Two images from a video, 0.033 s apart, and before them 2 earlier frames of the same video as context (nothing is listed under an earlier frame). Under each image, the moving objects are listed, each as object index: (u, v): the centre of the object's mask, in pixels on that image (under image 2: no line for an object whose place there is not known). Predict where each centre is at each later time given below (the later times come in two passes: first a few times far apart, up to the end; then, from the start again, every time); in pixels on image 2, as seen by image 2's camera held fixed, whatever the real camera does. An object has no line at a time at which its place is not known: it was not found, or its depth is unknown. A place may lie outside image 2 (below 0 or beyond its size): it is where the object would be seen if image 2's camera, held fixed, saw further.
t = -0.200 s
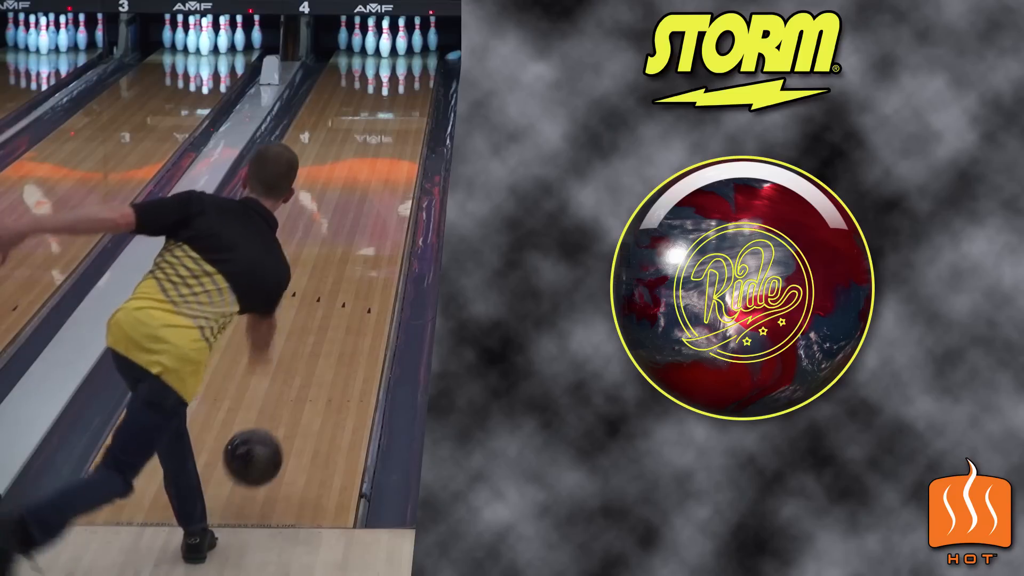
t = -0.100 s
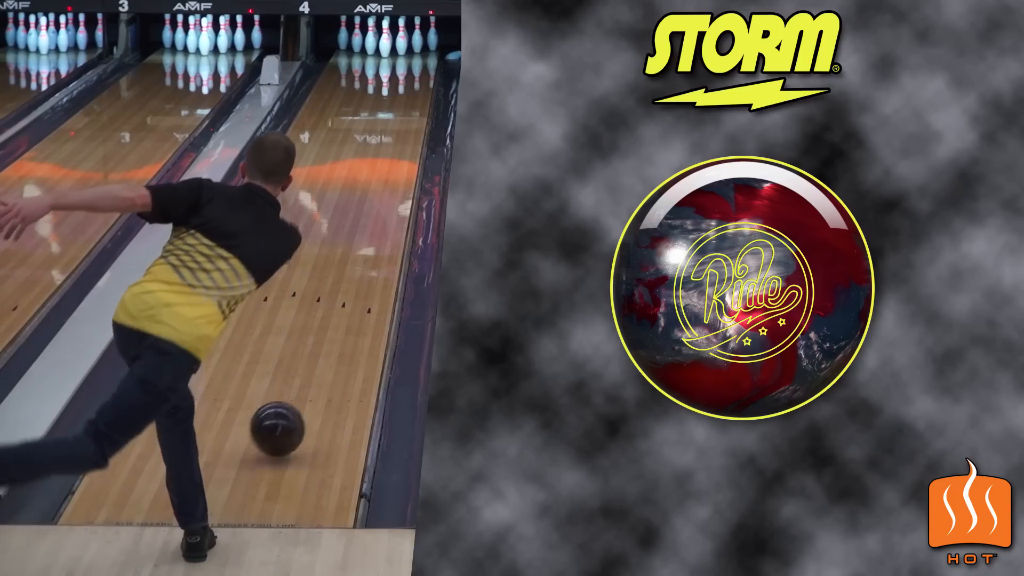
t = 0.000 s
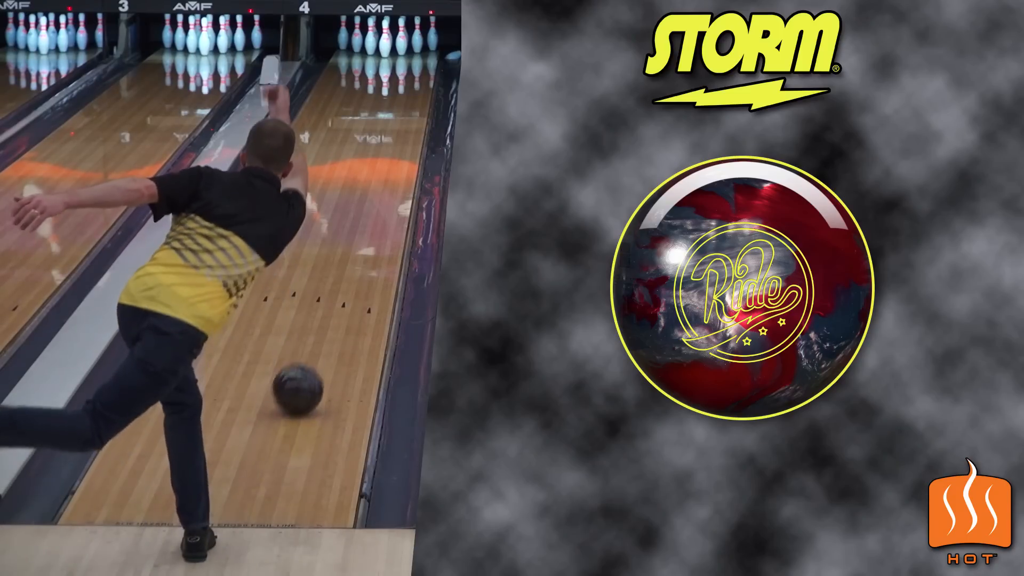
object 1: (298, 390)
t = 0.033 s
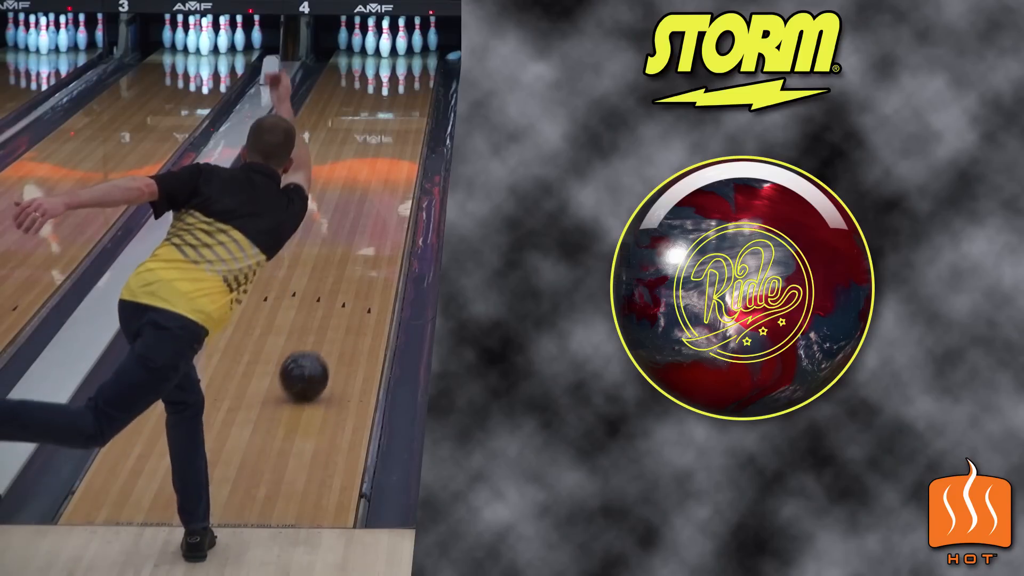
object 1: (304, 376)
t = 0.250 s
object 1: (336, 302)
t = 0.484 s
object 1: (362, 240)
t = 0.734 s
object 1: (381, 190)
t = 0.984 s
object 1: (394, 150)
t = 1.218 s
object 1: (402, 120)
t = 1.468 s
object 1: (406, 94)
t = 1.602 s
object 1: (406, 81)
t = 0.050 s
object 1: (307, 369)
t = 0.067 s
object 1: (310, 363)
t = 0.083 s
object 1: (312, 357)
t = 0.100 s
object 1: (315, 351)
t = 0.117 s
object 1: (318, 345)
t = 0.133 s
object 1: (320, 339)
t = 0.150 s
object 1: (323, 334)
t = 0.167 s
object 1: (325, 328)
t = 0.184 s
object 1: (328, 323)
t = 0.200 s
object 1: (330, 317)
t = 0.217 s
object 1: (332, 312)
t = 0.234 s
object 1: (334, 307)
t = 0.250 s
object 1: (336, 302)
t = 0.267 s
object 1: (338, 297)
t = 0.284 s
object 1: (341, 291)
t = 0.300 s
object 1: (343, 287)
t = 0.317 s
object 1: (345, 282)
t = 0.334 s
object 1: (347, 278)
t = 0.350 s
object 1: (348, 273)
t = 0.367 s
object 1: (350, 269)
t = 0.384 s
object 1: (352, 265)
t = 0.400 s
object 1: (354, 261)
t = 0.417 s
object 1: (355, 257)
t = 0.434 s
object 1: (357, 252)
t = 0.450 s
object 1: (359, 248)
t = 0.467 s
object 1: (360, 244)
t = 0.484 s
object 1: (362, 240)
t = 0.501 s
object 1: (363, 236)
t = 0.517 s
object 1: (365, 233)
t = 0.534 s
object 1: (366, 229)
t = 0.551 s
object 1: (368, 225)
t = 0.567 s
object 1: (369, 222)
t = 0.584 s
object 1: (370, 218)
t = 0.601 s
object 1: (372, 215)
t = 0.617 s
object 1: (373, 212)
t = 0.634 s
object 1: (374, 209)
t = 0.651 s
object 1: (375, 205)
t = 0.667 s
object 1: (376, 202)
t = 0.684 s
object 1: (378, 199)
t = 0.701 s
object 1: (379, 196)
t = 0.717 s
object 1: (380, 193)
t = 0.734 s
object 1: (381, 190)
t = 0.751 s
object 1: (382, 187)
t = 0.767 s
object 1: (383, 184)
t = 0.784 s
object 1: (384, 181)
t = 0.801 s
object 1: (385, 178)
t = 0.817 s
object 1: (386, 176)
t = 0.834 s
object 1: (387, 173)
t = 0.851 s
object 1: (388, 170)
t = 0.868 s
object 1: (389, 167)
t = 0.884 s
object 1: (390, 165)
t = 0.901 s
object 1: (390, 162)
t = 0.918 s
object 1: (391, 160)
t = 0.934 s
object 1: (392, 157)
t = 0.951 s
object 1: (393, 154)
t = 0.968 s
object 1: (394, 152)
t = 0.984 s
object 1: (394, 150)
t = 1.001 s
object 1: (395, 147)
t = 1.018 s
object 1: (396, 145)
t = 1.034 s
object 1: (396, 143)
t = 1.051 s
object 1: (397, 141)
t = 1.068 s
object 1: (398, 139)
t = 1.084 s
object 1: (398, 136)
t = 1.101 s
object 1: (399, 134)
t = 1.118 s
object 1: (399, 132)
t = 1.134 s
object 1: (400, 130)
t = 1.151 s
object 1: (400, 128)
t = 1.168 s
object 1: (400, 126)
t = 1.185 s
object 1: (401, 124)
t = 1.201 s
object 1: (401, 122)
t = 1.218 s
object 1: (402, 120)
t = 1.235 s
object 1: (402, 118)
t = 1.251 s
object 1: (403, 116)
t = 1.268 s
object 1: (403, 114)
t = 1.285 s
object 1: (403, 113)
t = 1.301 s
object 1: (404, 111)
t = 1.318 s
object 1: (404, 109)
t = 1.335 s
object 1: (404, 107)
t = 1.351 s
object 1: (404, 105)
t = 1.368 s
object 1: (405, 104)
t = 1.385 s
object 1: (405, 102)
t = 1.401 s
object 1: (405, 100)
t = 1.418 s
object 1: (405, 99)
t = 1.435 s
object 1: (405, 97)
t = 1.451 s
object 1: (405, 96)
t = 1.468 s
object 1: (406, 94)
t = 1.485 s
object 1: (406, 92)
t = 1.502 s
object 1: (406, 91)
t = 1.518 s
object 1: (406, 89)
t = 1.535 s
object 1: (406, 87)
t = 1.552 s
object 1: (406, 86)
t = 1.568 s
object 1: (405, 84)
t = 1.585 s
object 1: (405, 83)
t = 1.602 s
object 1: (406, 81)
